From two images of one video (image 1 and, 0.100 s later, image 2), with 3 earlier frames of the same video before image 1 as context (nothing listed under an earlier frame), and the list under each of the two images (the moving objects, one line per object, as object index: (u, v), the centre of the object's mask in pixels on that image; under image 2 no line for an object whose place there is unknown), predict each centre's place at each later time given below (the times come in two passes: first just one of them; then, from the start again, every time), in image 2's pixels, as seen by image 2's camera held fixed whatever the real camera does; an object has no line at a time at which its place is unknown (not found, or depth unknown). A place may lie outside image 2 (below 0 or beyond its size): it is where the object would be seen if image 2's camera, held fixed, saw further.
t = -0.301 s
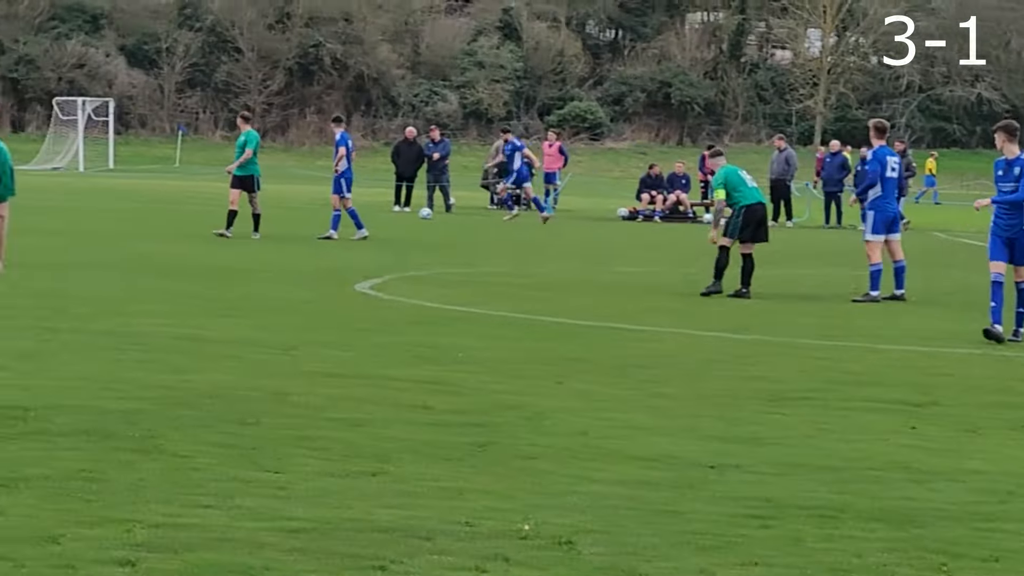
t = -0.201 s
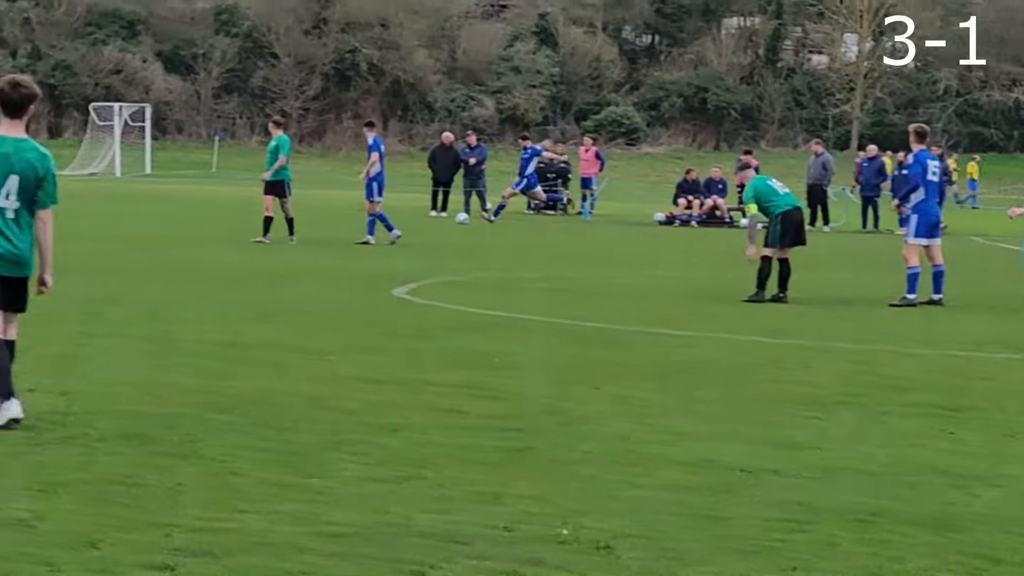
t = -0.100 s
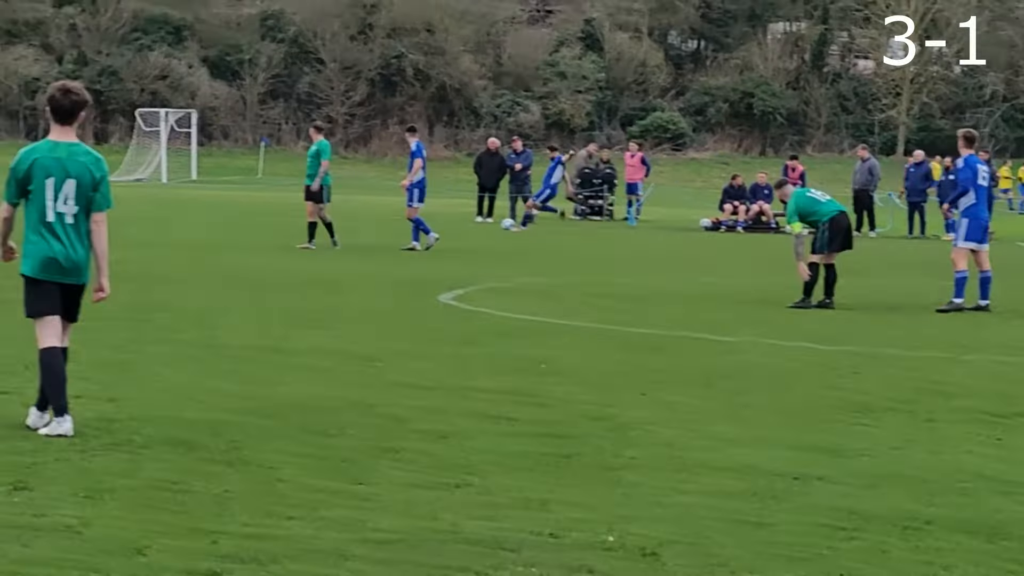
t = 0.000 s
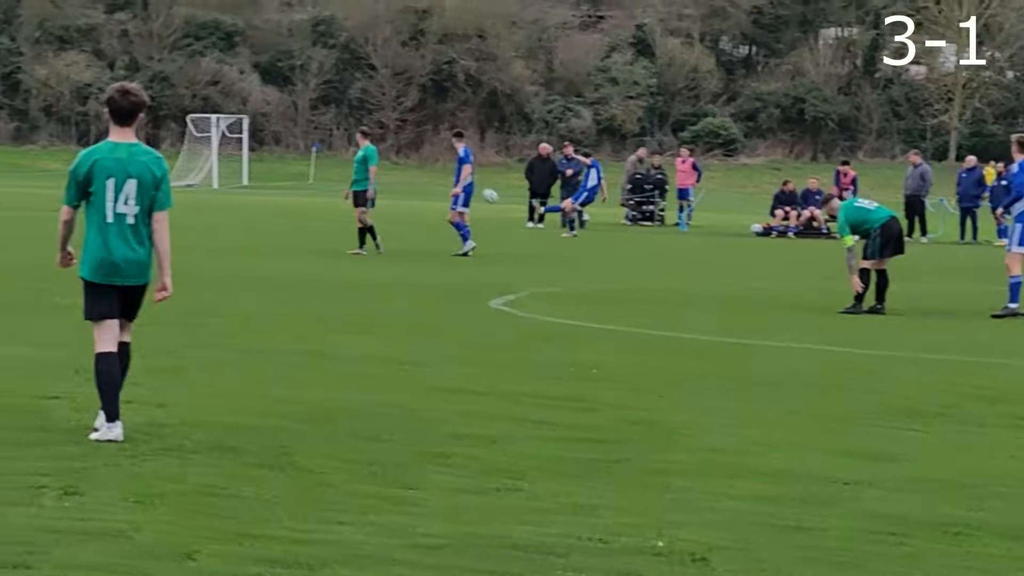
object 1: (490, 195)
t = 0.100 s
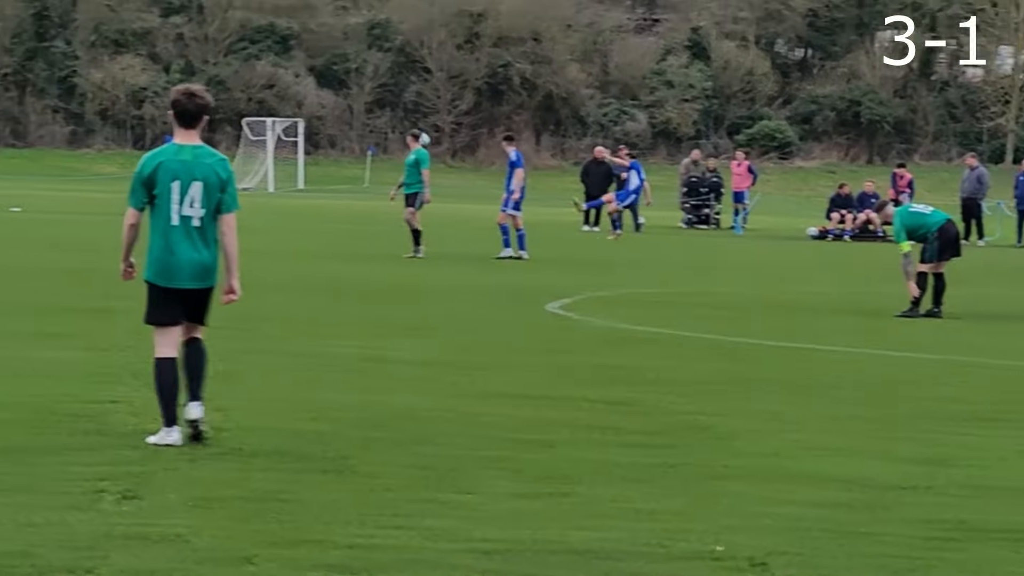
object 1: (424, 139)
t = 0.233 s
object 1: (262, 64)
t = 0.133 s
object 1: (382, 120)
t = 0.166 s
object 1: (342, 101)
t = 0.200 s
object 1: (302, 82)
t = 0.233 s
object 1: (262, 64)
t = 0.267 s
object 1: (223, 46)
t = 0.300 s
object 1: (183, 29)
